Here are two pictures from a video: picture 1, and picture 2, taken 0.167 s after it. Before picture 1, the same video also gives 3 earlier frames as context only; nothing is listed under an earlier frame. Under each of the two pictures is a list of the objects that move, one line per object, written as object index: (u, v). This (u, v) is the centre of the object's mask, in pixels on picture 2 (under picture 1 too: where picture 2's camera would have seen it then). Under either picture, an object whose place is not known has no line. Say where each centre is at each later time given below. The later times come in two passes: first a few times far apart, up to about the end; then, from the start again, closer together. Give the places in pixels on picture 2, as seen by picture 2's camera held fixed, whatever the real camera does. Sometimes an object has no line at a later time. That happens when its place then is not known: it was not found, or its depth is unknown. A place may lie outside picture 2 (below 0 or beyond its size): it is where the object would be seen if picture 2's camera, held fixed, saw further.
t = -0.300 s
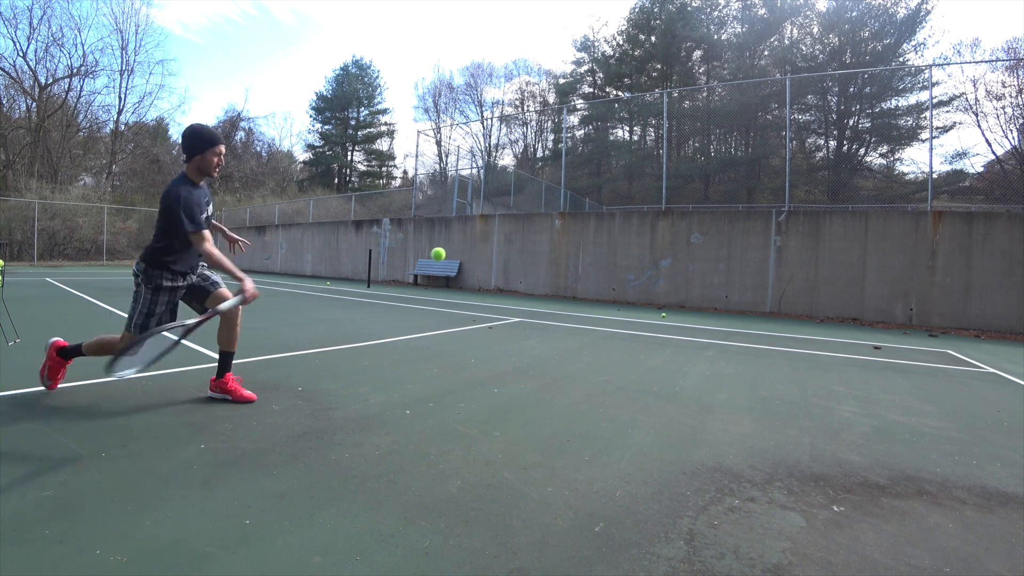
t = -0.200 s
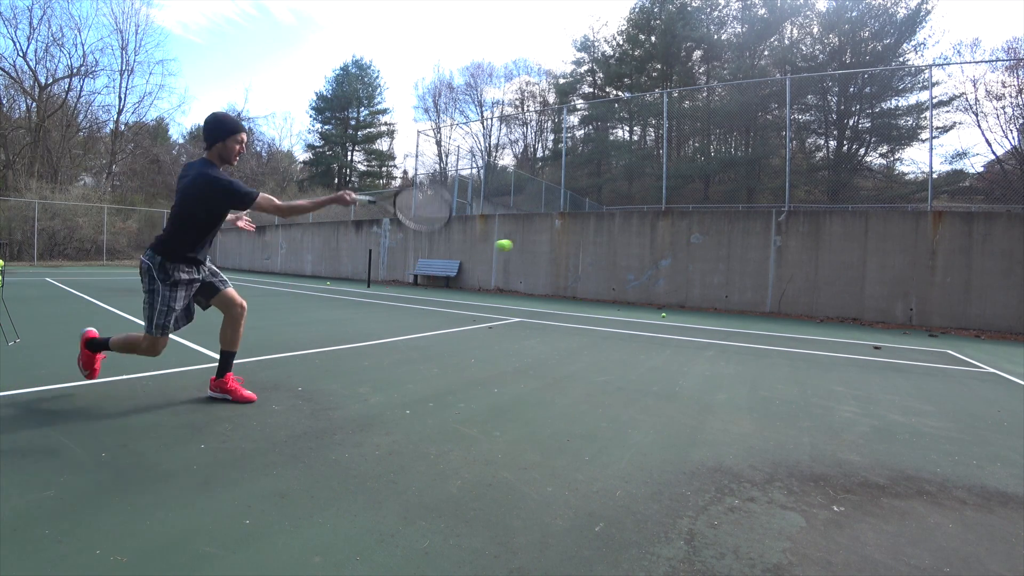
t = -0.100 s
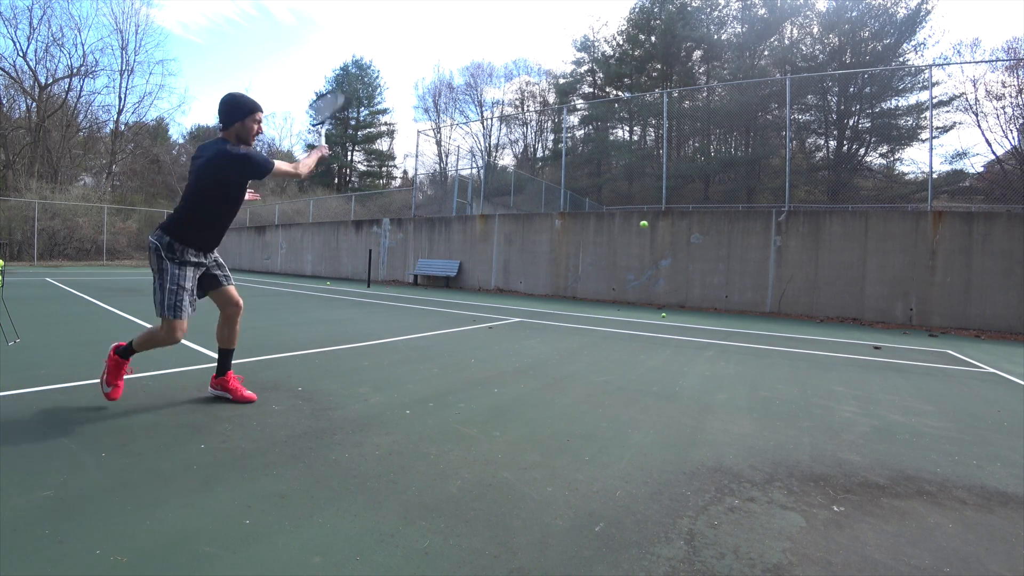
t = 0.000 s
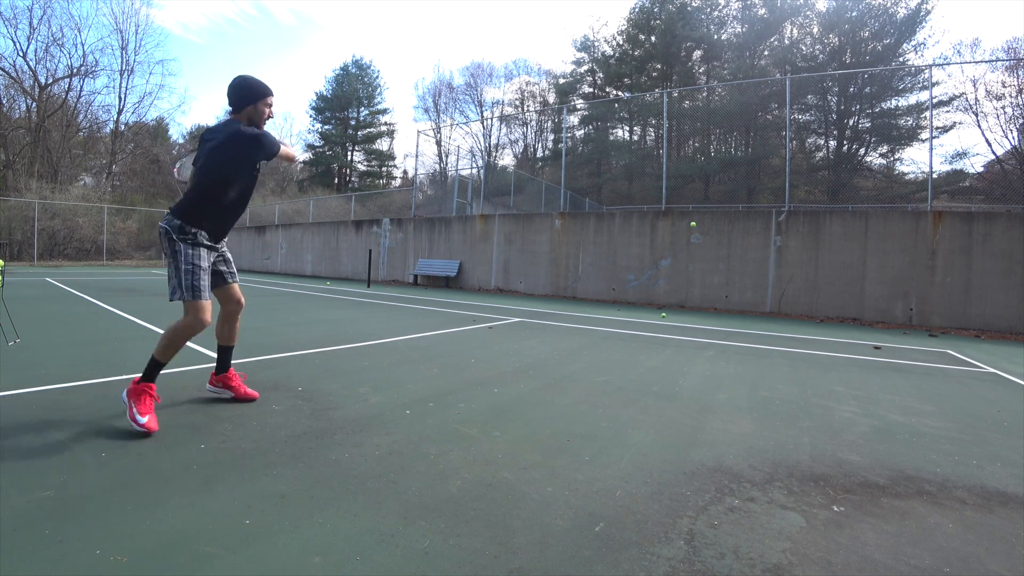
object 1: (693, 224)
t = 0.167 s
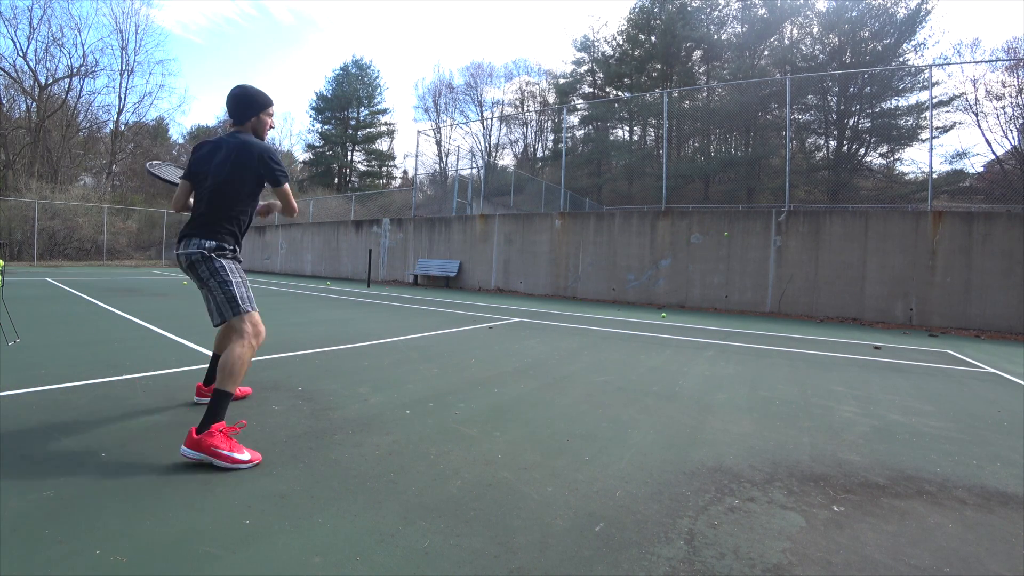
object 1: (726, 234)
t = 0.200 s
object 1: (726, 231)
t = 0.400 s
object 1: (726, 223)
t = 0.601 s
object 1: (723, 241)
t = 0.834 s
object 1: (706, 365)
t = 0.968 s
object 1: (698, 351)
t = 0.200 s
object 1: (726, 231)
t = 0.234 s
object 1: (726, 229)
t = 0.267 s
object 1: (726, 227)
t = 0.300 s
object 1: (726, 225)
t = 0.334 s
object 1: (726, 224)
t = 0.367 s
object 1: (726, 223)
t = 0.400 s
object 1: (726, 223)
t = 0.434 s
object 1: (725, 223)
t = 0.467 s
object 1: (725, 225)
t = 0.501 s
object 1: (725, 227)
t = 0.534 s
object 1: (724, 231)
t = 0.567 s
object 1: (724, 235)
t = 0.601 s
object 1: (723, 241)
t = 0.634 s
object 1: (722, 249)
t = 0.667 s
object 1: (721, 259)
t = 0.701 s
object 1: (719, 272)
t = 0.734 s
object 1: (717, 288)
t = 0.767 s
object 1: (714, 308)
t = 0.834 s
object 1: (706, 365)
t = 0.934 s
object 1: (699, 366)
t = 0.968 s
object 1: (698, 351)
